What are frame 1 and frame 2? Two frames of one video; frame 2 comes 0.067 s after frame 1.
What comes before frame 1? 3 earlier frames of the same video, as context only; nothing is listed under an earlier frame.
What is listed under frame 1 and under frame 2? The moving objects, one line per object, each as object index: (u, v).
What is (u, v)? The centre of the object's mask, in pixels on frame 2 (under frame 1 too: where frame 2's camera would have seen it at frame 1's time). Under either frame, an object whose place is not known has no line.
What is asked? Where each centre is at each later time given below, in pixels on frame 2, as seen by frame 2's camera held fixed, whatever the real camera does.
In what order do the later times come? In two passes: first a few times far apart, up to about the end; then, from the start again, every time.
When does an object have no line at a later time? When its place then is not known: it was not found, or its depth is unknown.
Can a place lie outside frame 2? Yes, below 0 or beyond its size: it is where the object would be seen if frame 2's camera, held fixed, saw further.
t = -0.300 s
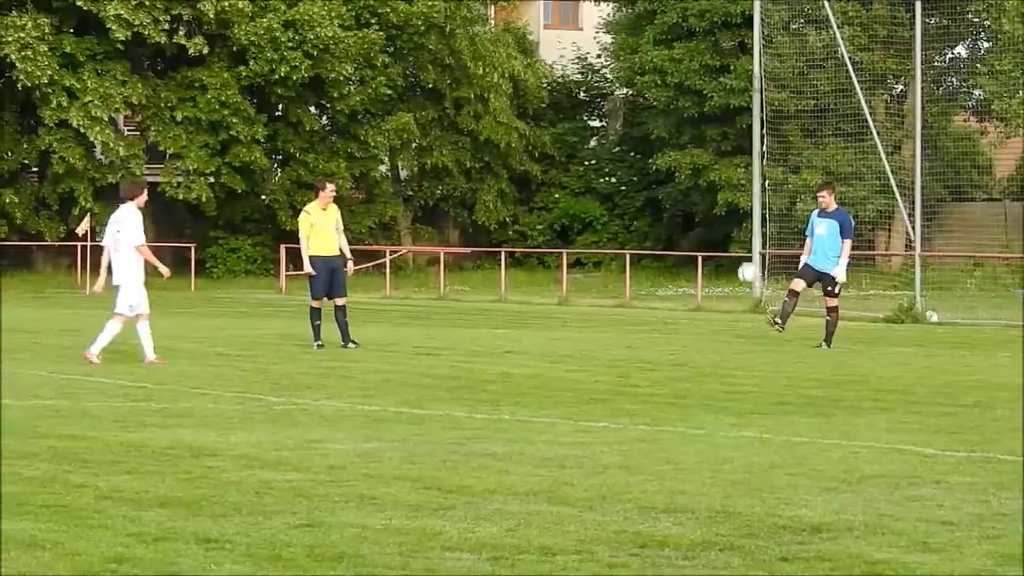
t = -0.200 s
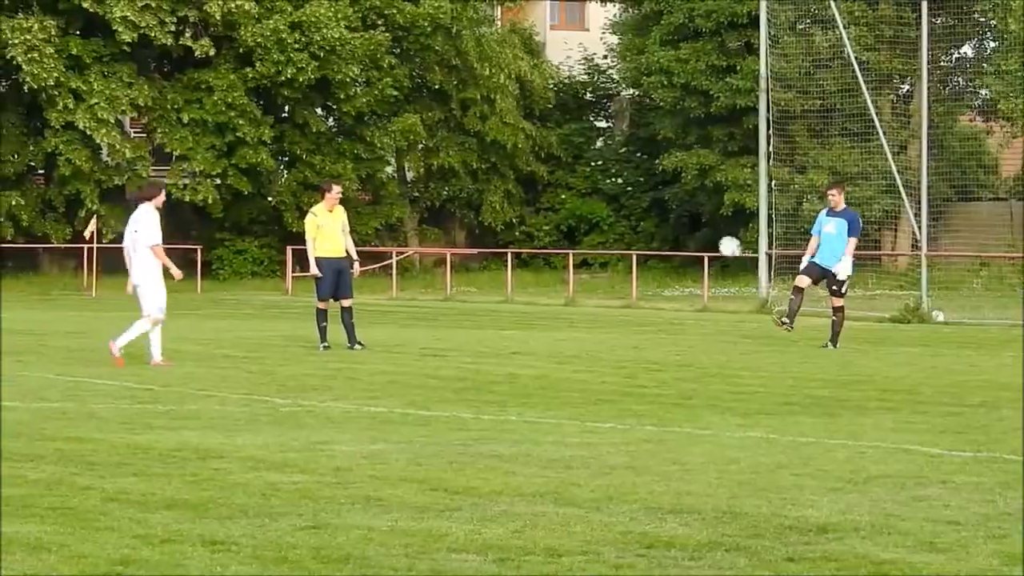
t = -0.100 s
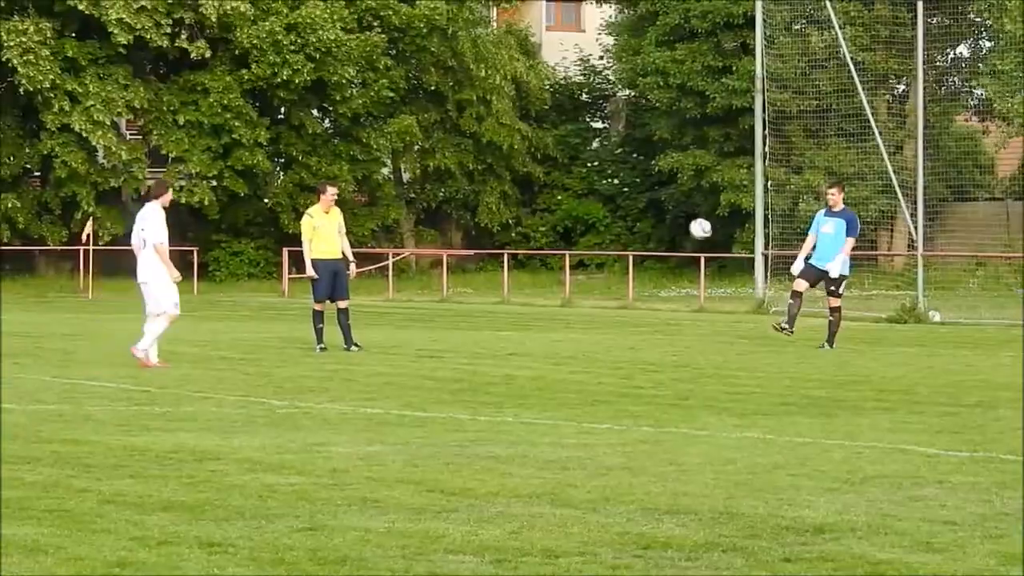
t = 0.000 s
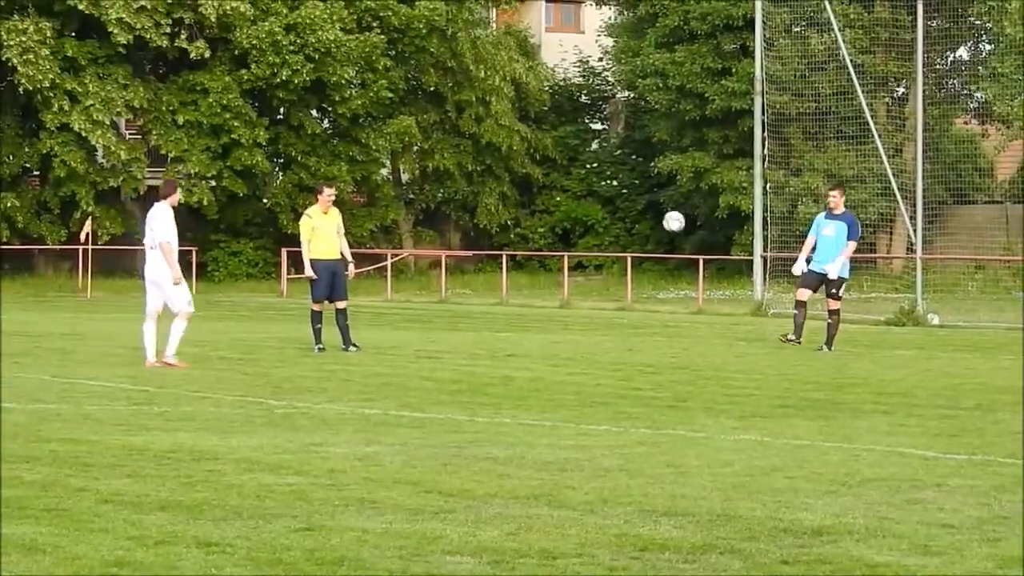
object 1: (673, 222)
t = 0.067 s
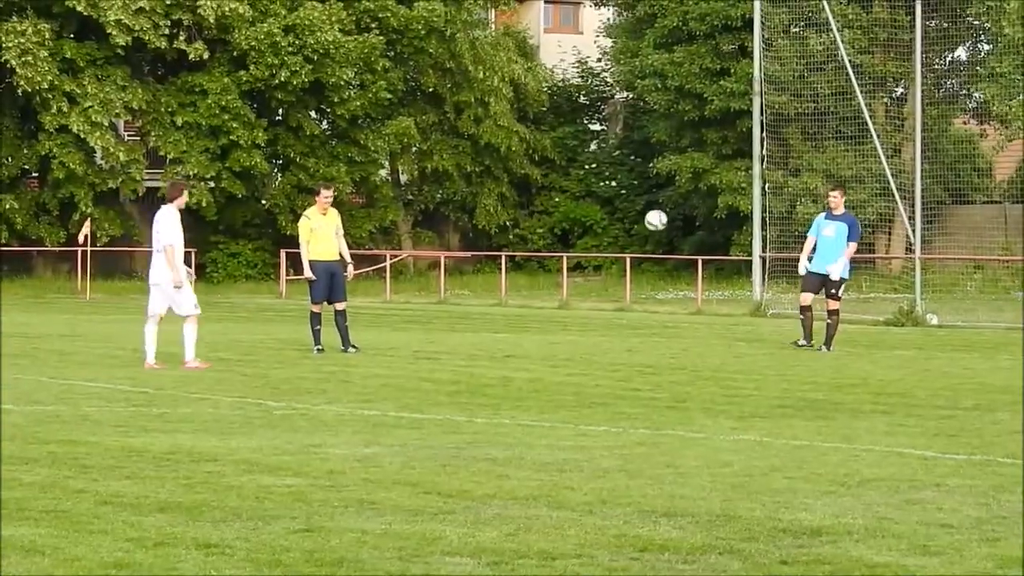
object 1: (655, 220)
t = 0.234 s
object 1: (613, 234)
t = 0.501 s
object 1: (541, 312)
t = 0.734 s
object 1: (516, 321)
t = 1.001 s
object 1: (519, 303)
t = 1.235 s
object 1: (522, 343)
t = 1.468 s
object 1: (519, 346)
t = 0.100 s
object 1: (647, 221)
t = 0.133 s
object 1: (639, 223)
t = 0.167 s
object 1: (630, 226)
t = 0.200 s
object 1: (621, 229)
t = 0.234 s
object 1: (613, 234)
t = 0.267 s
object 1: (604, 240)
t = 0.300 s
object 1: (595, 247)
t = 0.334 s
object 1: (586, 255)
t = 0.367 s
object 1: (577, 265)
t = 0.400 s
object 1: (569, 274)
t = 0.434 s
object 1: (559, 286)
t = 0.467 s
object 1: (550, 298)
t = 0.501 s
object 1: (541, 312)
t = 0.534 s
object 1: (532, 326)
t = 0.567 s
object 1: (522, 343)
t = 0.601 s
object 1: (514, 356)
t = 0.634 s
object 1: (515, 346)
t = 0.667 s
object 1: (515, 337)
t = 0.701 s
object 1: (516, 328)
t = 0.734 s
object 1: (516, 321)
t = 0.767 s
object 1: (516, 315)
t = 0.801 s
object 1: (517, 310)
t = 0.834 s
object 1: (518, 305)
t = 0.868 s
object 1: (518, 303)
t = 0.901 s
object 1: (519, 302)
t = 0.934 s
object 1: (518, 301)
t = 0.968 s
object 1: (519, 301)
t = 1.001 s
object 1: (519, 303)
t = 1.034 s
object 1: (520, 305)
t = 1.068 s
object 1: (520, 309)
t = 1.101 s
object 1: (521, 313)
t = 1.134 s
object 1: (521, 319)
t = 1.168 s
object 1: (521, 326)
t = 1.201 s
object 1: (523, 335)
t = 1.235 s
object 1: (522, 343)
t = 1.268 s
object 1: (522, 354)
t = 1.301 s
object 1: (522, 355)
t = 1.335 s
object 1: (521, 352)
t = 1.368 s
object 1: (521, 348)
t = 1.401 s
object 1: (520, 347)
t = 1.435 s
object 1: (519, 346)
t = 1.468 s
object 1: (519, 346)
